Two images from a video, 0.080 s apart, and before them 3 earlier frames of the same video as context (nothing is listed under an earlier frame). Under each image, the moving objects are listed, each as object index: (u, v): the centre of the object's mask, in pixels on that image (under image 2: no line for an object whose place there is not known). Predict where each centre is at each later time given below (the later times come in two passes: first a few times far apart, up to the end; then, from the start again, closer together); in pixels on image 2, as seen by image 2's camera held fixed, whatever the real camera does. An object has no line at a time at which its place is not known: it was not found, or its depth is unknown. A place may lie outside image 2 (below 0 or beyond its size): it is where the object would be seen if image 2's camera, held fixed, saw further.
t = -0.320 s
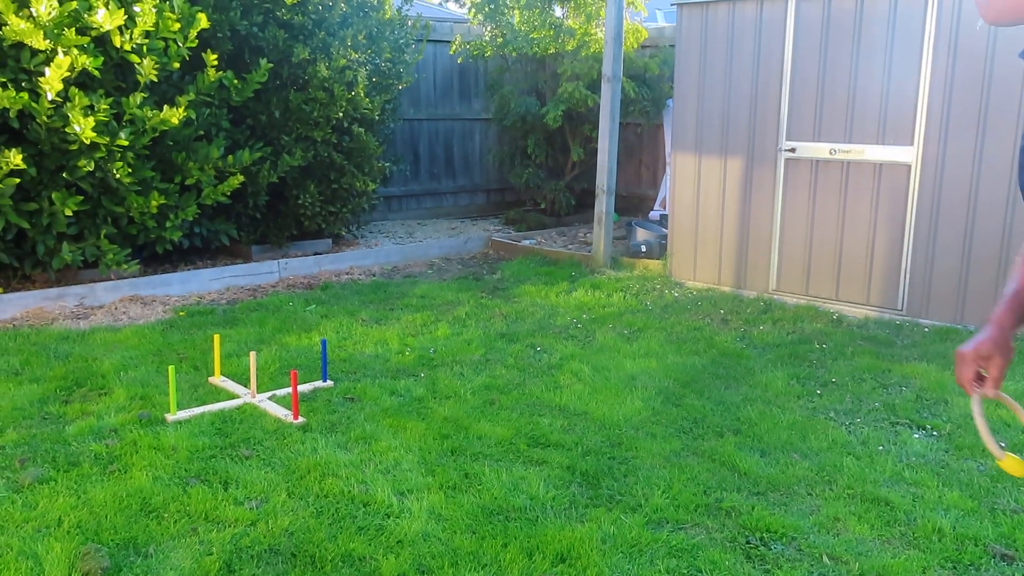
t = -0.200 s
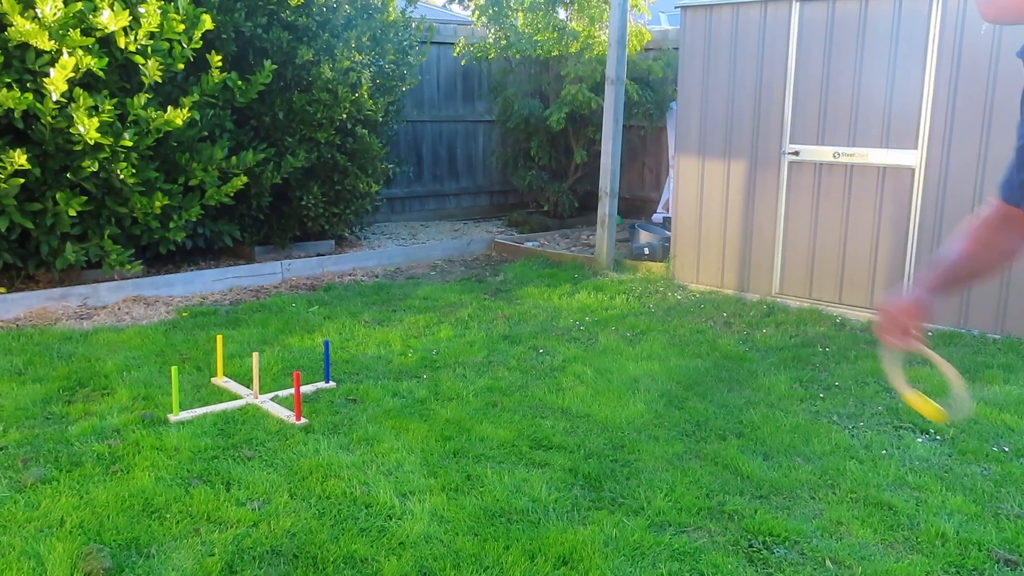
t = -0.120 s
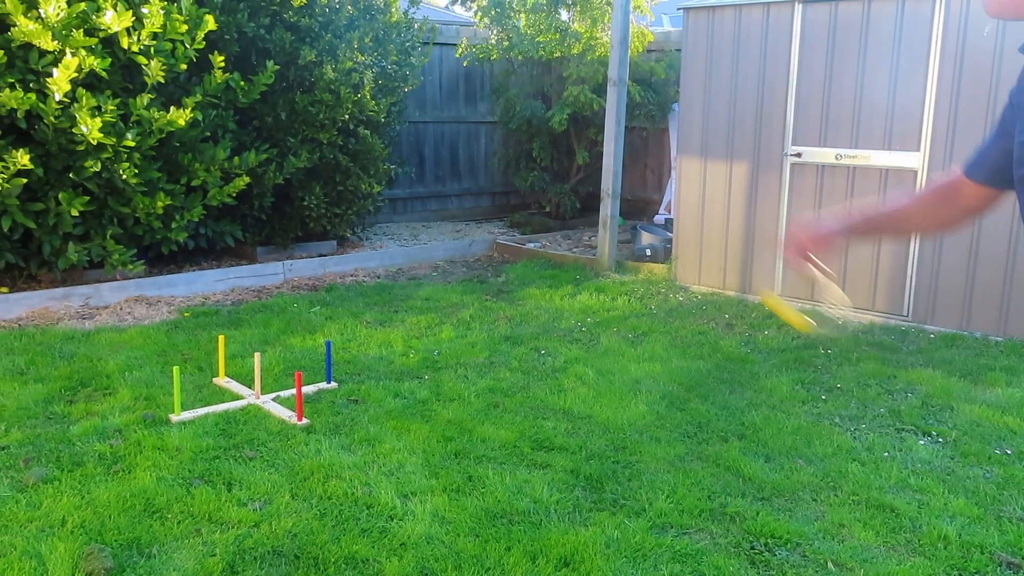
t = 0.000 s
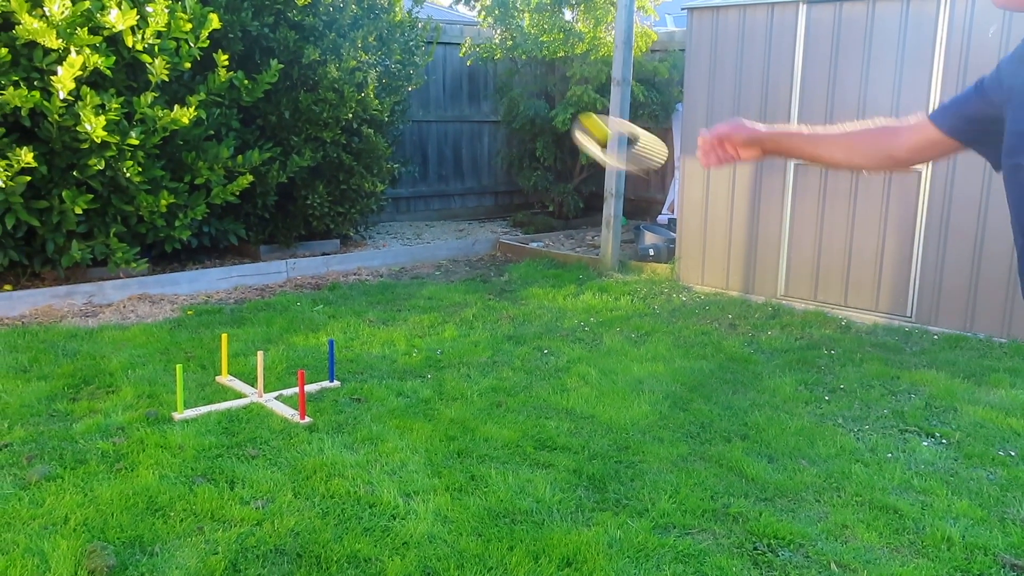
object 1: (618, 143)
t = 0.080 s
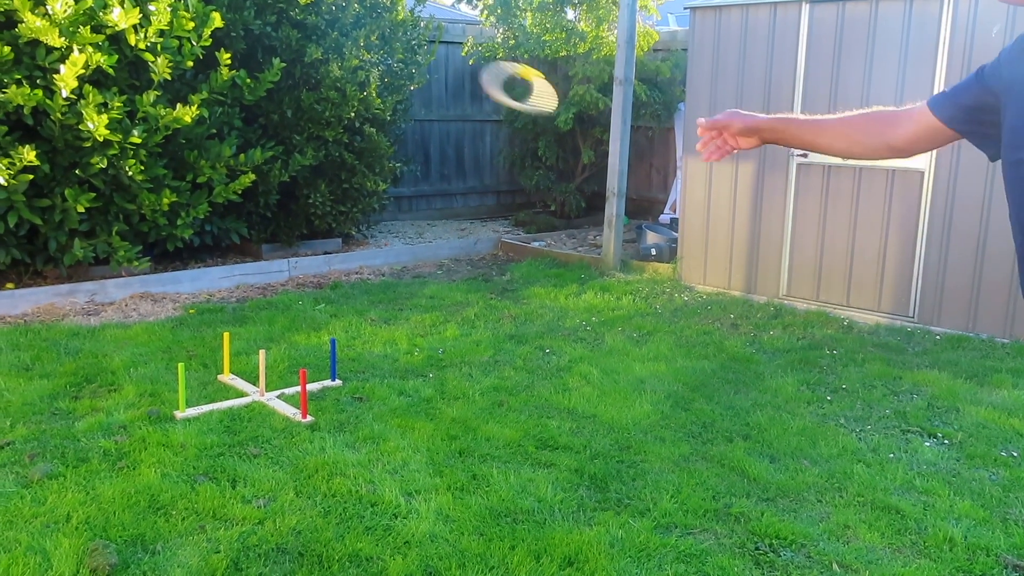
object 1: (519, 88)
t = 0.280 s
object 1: (354, 79)
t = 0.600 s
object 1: (209, 268)
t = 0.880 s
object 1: (177, 346)
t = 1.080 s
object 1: (180, 365)
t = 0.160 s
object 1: (440, 65)
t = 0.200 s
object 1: (408, 64)
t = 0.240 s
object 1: (379, 68)
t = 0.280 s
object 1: (354, 79)
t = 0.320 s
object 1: (331, 93)
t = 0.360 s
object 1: (310, 112)
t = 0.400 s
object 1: (289, 133)
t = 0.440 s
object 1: (269, 158)
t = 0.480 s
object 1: (251, 184)
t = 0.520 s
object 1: (234, 211)
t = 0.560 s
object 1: (220, 239)
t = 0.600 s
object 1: (209, 268)
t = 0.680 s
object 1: (189, 332)
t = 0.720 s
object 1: (182, 358)
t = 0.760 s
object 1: (179, 363)
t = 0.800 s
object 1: (178, 354)
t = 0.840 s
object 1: (178, 349)
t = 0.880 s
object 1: (177, 346)
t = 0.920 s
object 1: (176, 346)
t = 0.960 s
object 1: (176, 350)
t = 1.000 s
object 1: (177, 357)
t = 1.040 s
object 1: (179, 364)
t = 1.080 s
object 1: (180, 365)
